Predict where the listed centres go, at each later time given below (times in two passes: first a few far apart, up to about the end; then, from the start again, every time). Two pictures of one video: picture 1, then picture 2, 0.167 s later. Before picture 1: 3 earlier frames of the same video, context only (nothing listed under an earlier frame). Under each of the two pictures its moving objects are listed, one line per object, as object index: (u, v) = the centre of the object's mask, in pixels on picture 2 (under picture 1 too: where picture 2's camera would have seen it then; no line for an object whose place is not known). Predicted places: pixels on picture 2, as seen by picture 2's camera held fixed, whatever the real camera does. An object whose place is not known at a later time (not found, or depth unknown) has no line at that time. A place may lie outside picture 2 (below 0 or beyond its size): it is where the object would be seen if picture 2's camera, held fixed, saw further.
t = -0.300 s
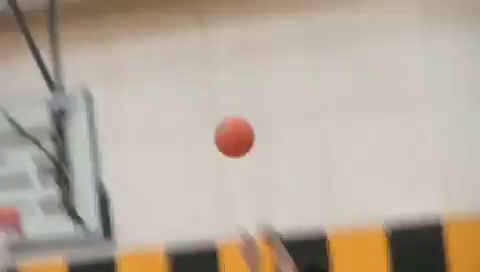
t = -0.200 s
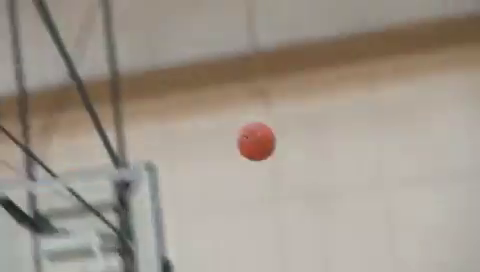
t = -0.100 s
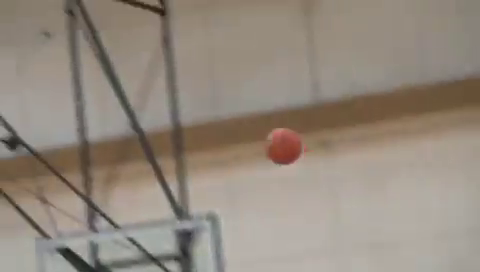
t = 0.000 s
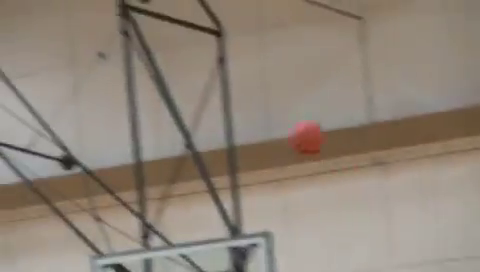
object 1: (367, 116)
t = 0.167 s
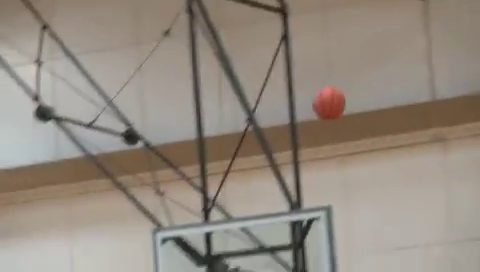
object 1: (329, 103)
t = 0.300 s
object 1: (302, 120)
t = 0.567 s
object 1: (259, 207)
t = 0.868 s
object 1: (226, 274)
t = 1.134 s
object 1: (184, 249)
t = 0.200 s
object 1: (322, 105)
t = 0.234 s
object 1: (315, 109)
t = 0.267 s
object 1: (308, 113)
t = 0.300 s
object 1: (302, 120)
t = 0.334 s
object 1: (297, 127)
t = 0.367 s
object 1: (290, 135)
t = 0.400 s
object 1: (284, 146)
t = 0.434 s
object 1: (278, 155)
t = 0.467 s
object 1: (274, 167)
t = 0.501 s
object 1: (269, 180)
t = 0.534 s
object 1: (264, 193)
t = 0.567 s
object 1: (259, 207)
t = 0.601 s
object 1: (255, 223)
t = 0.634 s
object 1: (251, 239)
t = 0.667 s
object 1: (248, 257)
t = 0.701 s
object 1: (244, 276)
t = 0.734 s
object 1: (240, 296)
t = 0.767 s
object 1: (238, 300)
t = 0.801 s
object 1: (233, 291)
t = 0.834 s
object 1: (230, 283)
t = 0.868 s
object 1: (226, 274)
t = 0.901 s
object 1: (224, 269)
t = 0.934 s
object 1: (221, 265)
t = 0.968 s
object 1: (216, 260)
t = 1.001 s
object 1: (210, 256)
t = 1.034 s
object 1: (203, 252)
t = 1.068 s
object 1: (196, 249)
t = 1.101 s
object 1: (190, 249)
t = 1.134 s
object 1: (184, 249)
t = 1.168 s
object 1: (175, 250)
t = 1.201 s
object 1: (171, 253)
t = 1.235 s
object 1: (164, 257)
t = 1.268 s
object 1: (157, 261)
